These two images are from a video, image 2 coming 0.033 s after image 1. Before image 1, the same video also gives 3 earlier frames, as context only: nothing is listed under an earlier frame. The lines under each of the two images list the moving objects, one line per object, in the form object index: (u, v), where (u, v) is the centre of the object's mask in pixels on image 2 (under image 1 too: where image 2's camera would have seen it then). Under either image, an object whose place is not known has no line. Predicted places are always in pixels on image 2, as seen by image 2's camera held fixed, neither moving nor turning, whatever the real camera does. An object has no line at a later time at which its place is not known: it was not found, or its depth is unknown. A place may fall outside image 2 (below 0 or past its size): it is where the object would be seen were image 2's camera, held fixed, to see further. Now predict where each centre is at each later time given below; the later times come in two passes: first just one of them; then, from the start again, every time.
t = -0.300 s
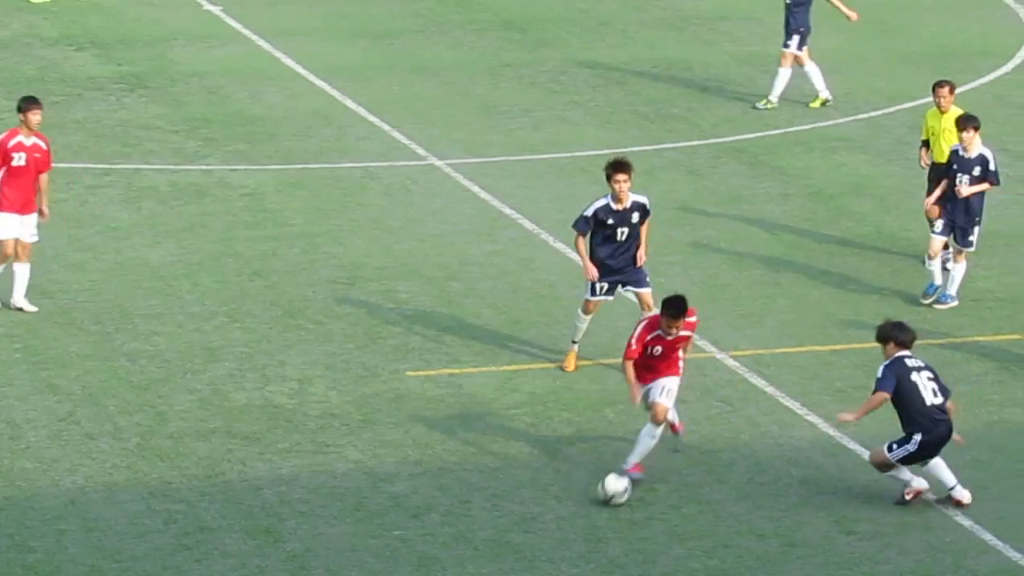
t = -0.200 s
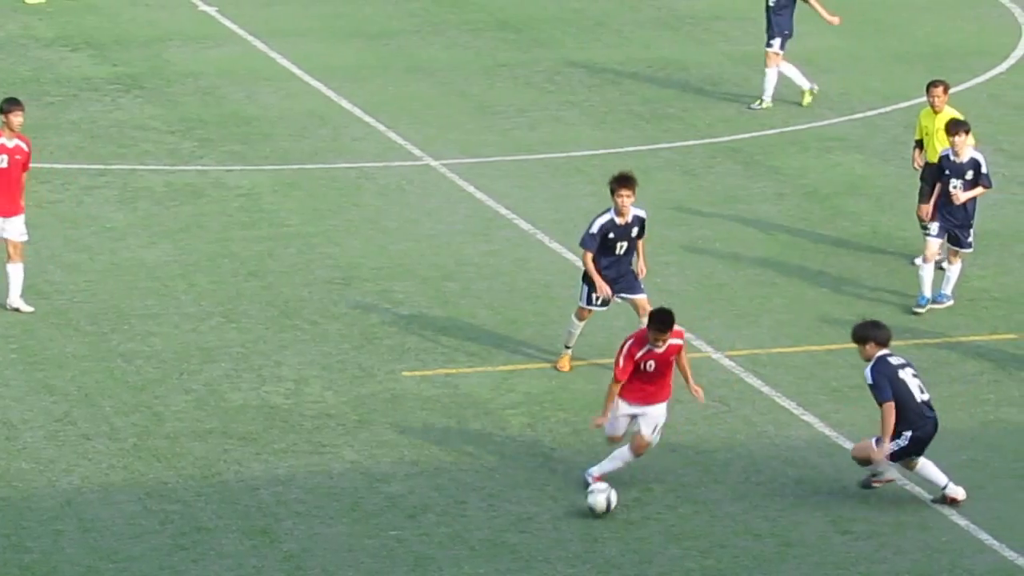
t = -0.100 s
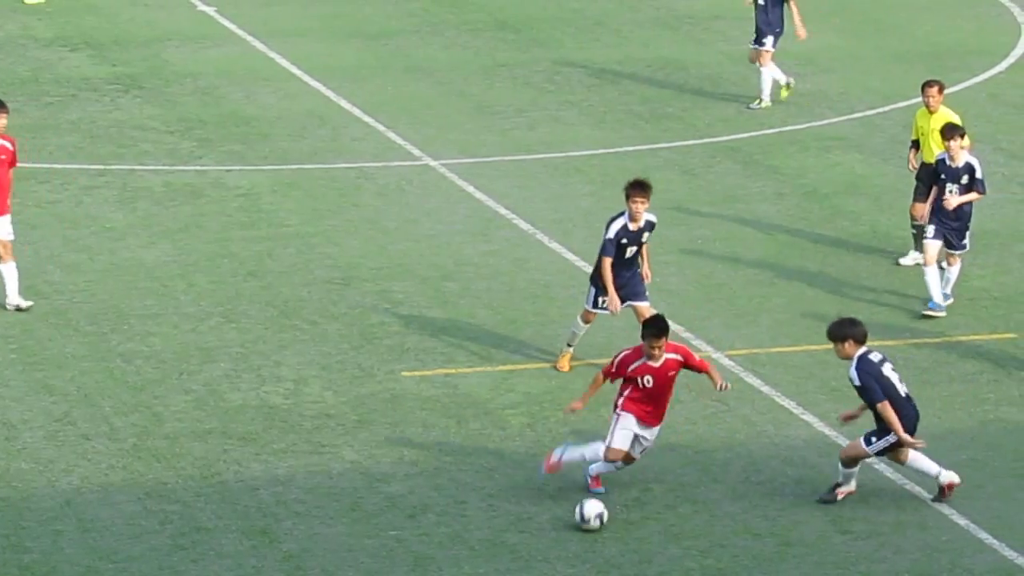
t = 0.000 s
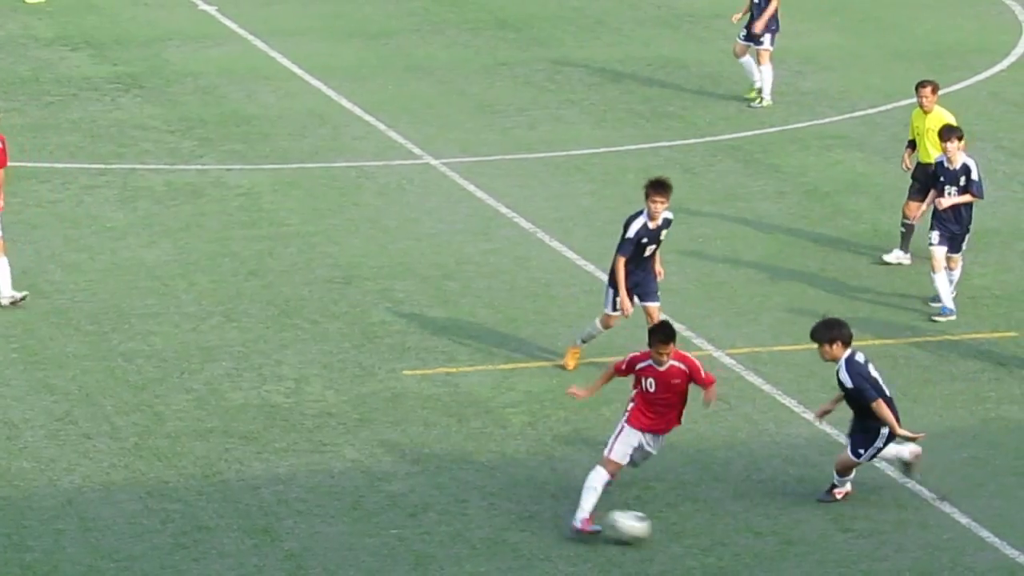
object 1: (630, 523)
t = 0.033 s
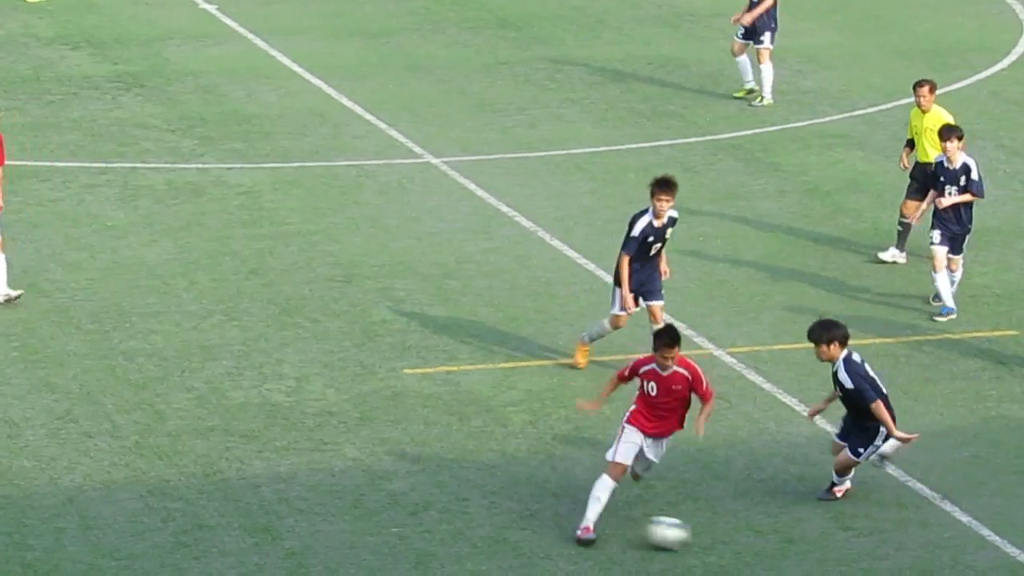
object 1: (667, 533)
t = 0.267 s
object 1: (903, 572)
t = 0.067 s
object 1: (701, 539)
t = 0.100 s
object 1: (737, 543)
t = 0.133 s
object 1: (772, 549)
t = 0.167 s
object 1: (807, 557)
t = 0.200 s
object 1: (841, 565)
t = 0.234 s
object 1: (875, 567)
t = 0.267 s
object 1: (903, 572)
